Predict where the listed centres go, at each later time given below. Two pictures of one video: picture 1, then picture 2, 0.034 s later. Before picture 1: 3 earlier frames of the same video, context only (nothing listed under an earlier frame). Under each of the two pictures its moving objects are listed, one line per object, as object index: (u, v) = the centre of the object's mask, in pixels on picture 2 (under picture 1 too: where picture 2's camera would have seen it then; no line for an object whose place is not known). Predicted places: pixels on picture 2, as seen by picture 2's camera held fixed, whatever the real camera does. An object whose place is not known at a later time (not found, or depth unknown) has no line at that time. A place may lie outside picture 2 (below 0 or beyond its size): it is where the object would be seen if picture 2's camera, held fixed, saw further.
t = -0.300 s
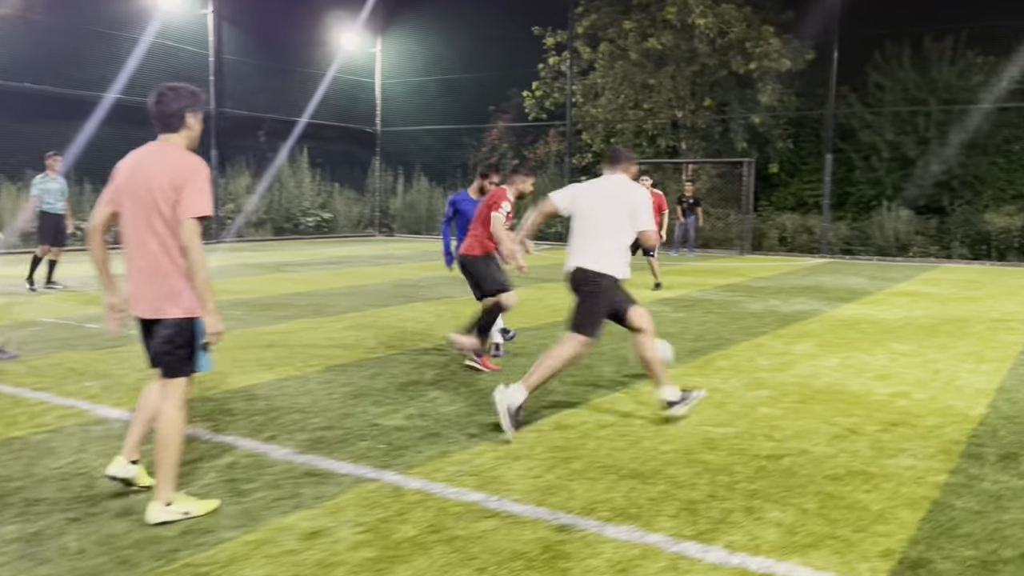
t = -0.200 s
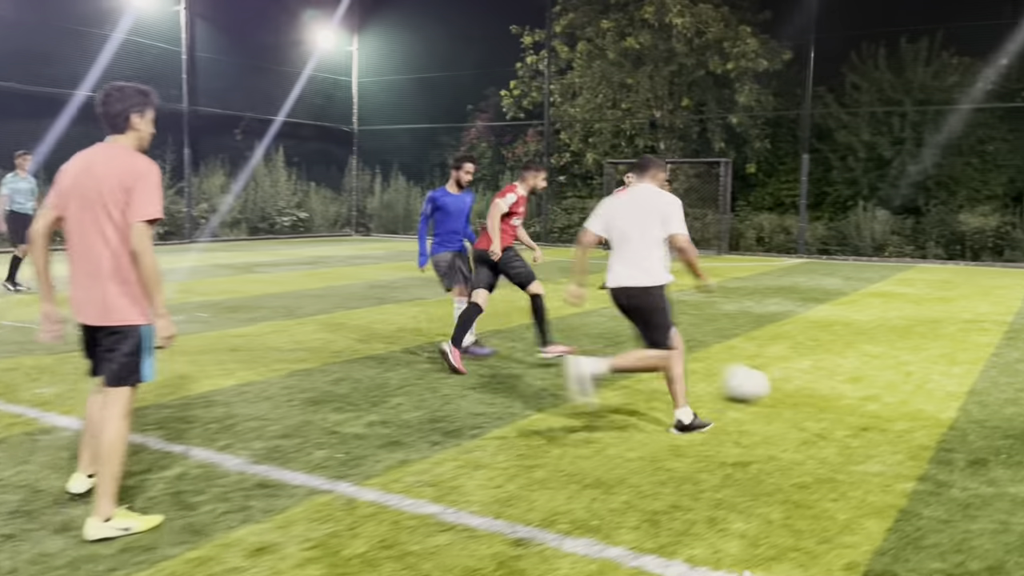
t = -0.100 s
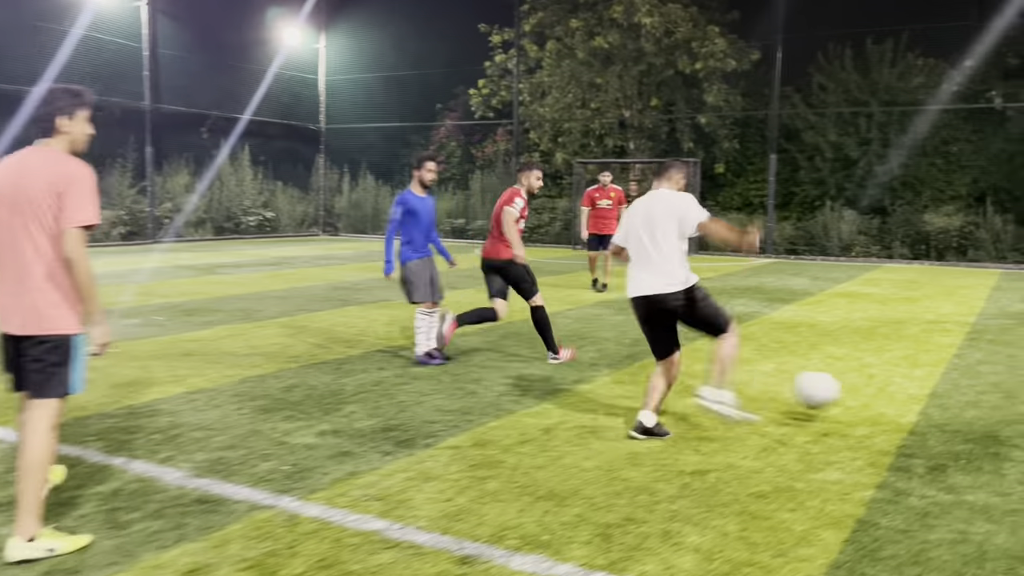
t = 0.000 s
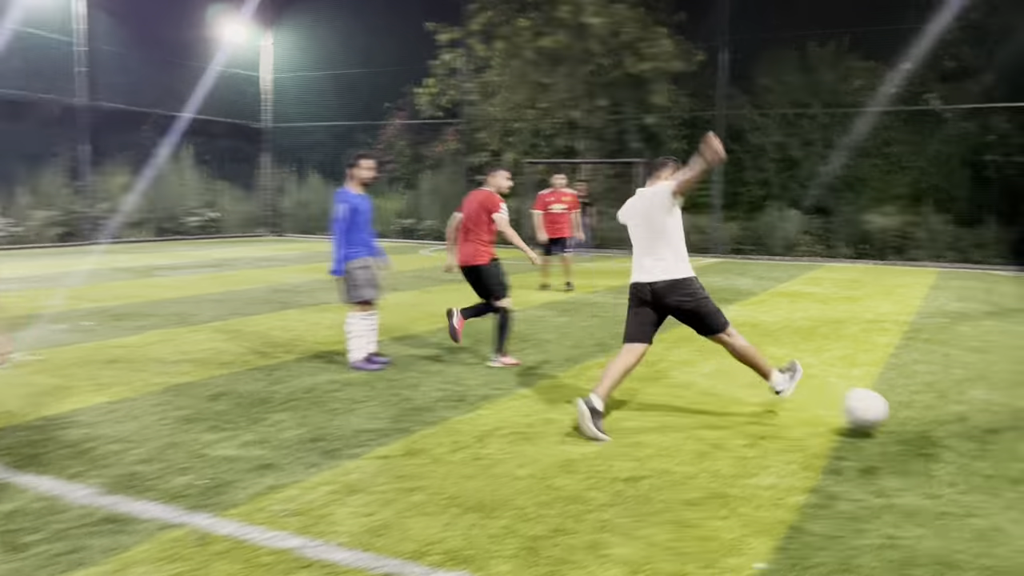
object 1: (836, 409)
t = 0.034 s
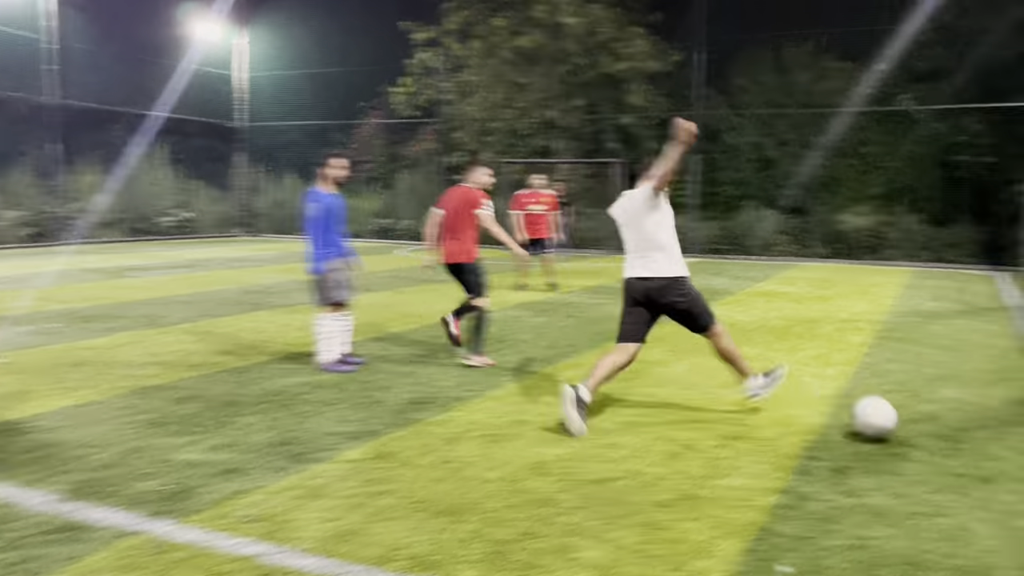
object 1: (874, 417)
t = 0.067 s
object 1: (914, 426)
